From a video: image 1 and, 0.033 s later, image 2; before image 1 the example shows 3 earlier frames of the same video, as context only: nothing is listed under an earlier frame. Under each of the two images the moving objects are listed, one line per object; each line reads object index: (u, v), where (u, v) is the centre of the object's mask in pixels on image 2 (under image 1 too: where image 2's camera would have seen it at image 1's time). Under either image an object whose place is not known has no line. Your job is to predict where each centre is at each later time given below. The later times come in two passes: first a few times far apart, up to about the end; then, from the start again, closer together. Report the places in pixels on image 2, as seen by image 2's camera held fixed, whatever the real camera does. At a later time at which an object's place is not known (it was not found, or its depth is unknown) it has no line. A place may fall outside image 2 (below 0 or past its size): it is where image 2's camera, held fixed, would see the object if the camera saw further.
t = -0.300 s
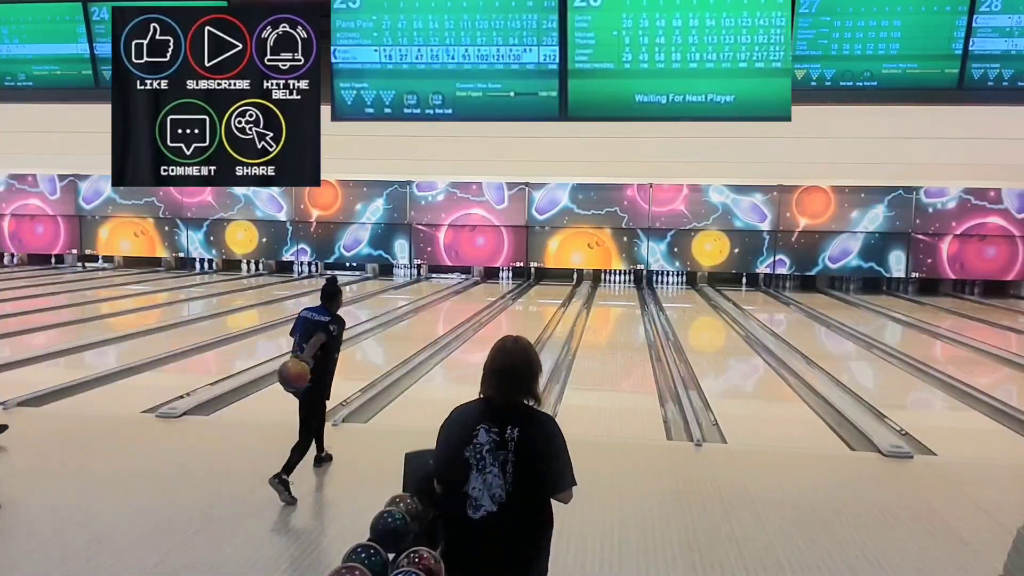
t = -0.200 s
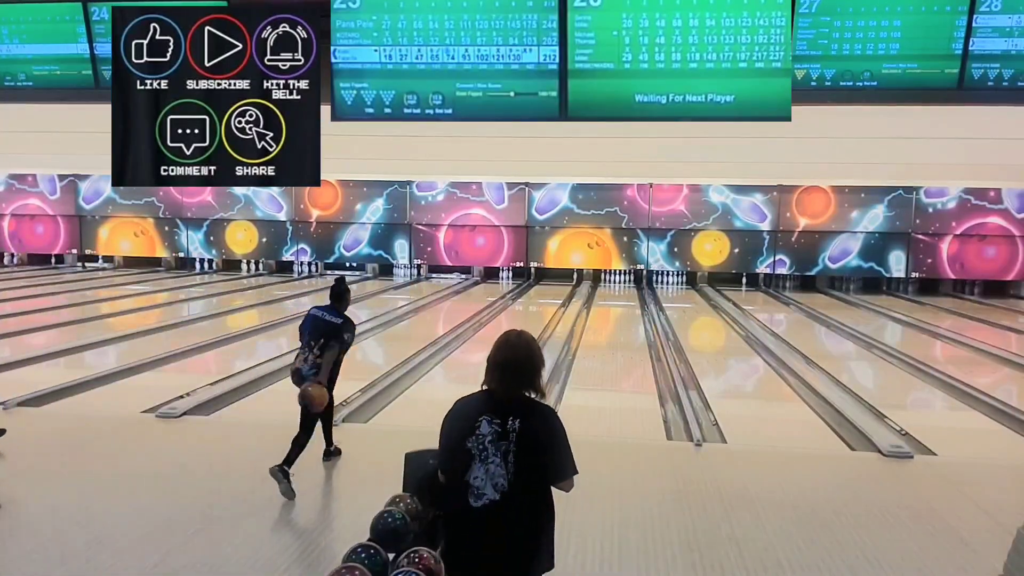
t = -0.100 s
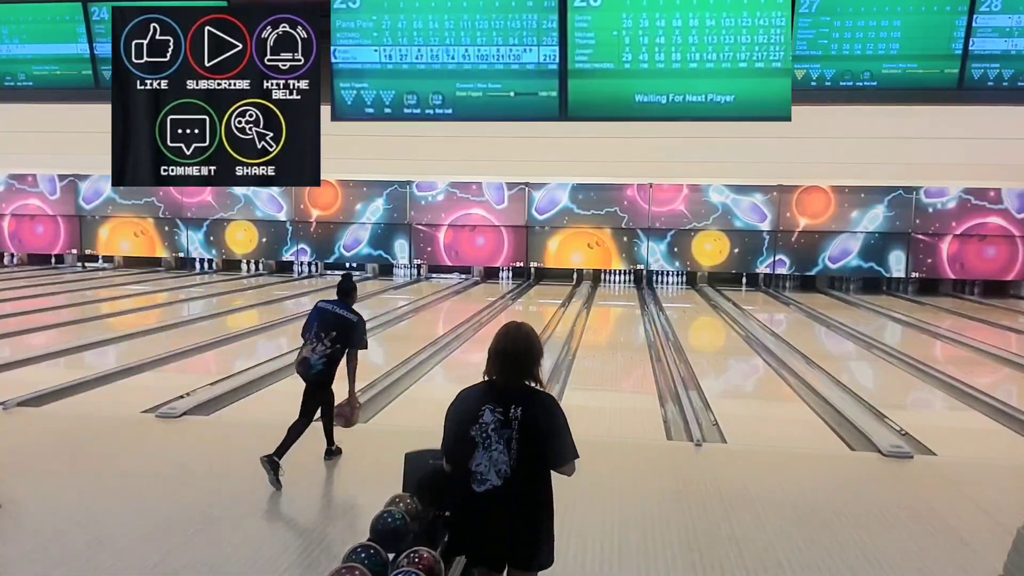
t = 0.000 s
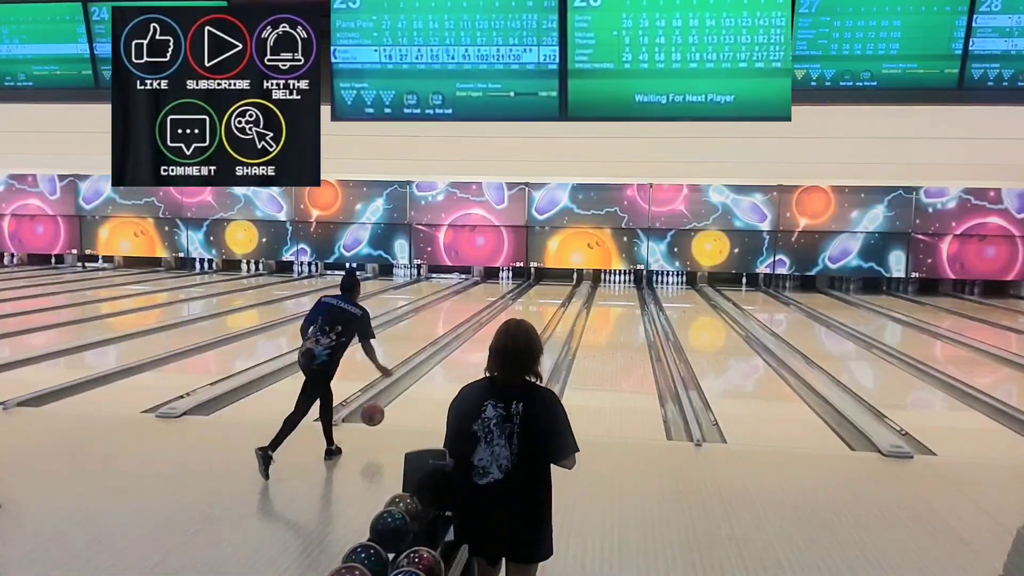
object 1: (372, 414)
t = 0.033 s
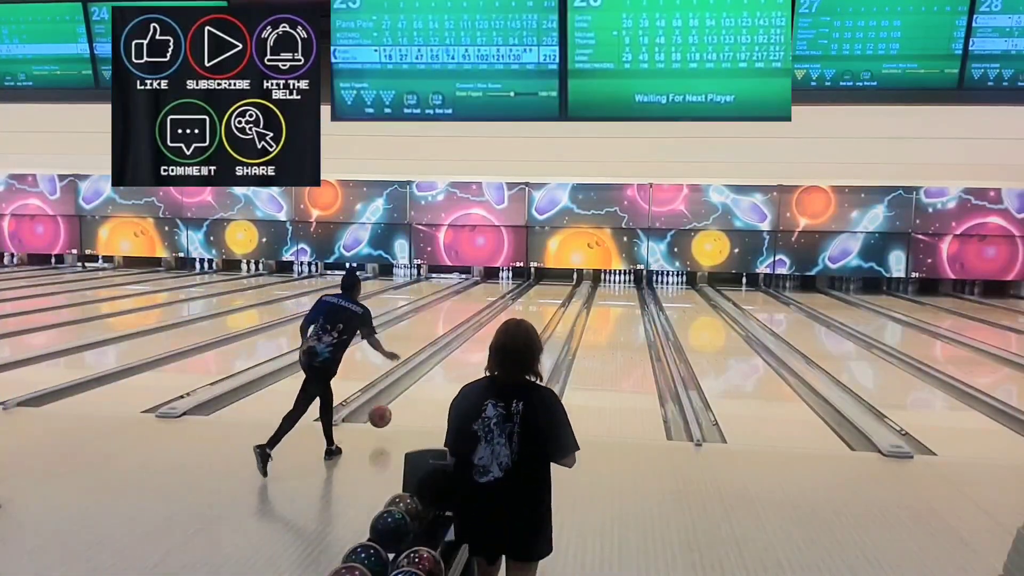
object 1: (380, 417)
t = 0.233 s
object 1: (416, 397)
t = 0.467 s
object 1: (448, 374)
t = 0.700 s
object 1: (472, 355)
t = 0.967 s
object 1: (493, 339)
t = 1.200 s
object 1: (508, 328)
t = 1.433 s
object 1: (520, 318)
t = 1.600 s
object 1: (528, 313)
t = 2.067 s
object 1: (545, 300)
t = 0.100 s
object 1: (393, 414)
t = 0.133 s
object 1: (399, 408)
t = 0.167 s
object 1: (405, 403)
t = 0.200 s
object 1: (411, 399)
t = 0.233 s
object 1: (416, 397)
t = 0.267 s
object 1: (421, 393)
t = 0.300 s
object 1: (426, 390)
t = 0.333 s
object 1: (431, 386)
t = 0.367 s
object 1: (435, 383)
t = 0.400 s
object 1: (440, 380)
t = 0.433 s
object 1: (444, 376)
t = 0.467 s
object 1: (448, 374)
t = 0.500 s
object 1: (452, 371)
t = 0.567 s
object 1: (459, 364)
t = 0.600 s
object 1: (462, 362)
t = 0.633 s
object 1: (466, 360)
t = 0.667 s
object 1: (469, 357)
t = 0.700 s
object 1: (472, 355)
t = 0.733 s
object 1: (475, 353)
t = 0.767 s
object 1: (478, 351)
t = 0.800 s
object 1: (481, 348)
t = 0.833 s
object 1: (483, 347)
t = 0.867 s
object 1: (486, 345)
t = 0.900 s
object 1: (488, 343)
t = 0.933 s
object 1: (491, 341)
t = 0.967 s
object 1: (493, 339)
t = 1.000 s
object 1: (496, 337)
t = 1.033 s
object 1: (498, 335)
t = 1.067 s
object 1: (500, 334)
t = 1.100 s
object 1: (502, 332)
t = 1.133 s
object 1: (504, 331)
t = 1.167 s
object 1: (506, 329)
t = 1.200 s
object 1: (508, 328)
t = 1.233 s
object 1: (510, 326)
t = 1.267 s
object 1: (512, 325)
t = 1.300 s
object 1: (513, 324)
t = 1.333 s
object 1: (515, 322)
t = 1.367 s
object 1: (517, 321)
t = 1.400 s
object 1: (518, 320)
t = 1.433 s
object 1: (520, 318)
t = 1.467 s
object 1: (521, 317)
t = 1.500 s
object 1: (523, 316)
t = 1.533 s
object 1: (525, 315)
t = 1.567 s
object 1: (527, 313)
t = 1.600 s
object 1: (528, 313)
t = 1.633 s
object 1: (530, 312)
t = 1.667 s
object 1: (531, 311)
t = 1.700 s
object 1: (532, 310)
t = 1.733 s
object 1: (533, 309)
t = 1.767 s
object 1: (534, 308)
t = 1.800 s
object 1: (535, 307)
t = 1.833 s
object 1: (536, 306)
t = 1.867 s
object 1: (538, 305)
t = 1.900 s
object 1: (539, 304)
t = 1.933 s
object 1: (540, 303)
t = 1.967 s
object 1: (541, 303)
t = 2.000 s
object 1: (542, 302)
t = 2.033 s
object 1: (543, 301)
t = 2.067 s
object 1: (545, 300)
